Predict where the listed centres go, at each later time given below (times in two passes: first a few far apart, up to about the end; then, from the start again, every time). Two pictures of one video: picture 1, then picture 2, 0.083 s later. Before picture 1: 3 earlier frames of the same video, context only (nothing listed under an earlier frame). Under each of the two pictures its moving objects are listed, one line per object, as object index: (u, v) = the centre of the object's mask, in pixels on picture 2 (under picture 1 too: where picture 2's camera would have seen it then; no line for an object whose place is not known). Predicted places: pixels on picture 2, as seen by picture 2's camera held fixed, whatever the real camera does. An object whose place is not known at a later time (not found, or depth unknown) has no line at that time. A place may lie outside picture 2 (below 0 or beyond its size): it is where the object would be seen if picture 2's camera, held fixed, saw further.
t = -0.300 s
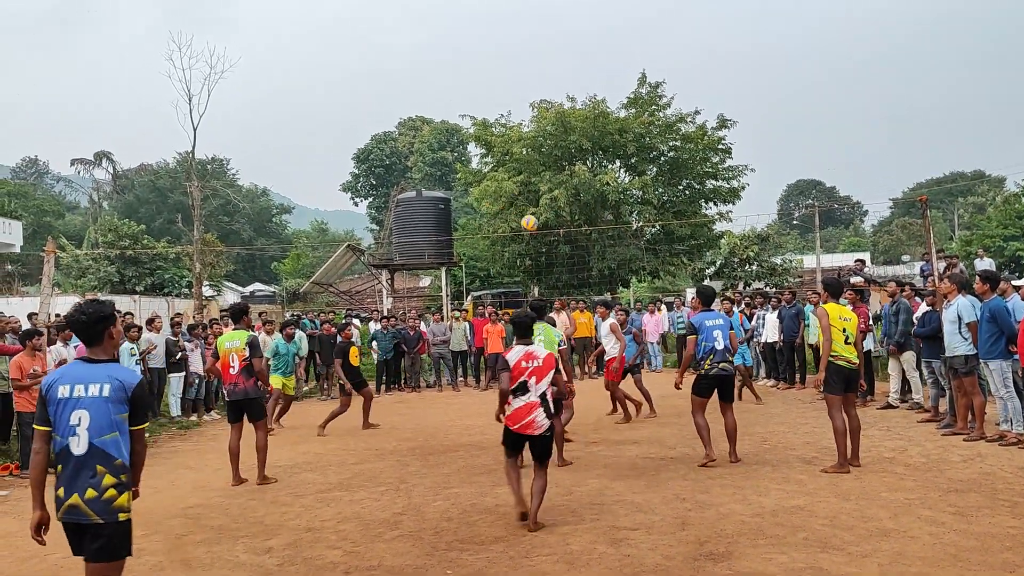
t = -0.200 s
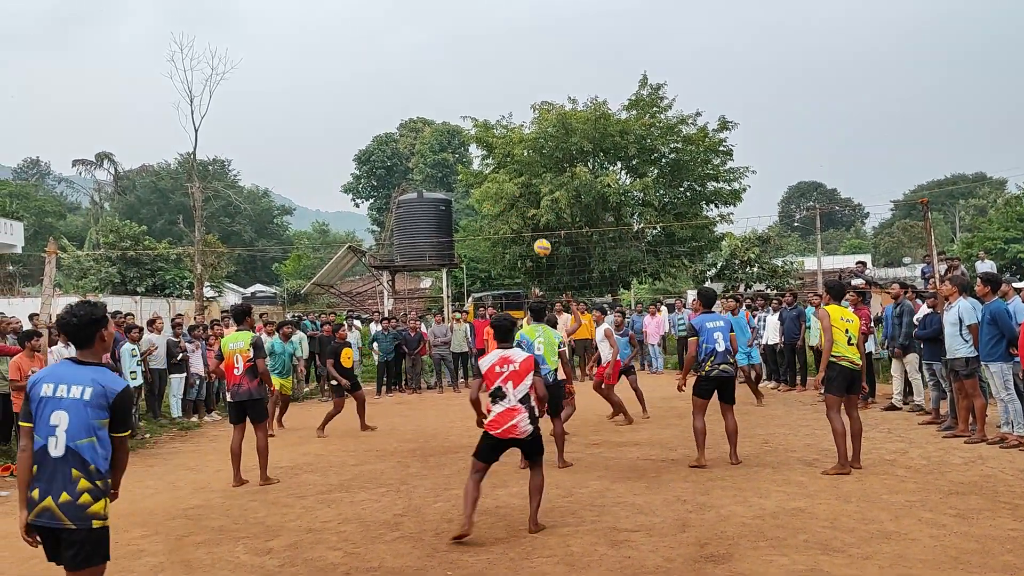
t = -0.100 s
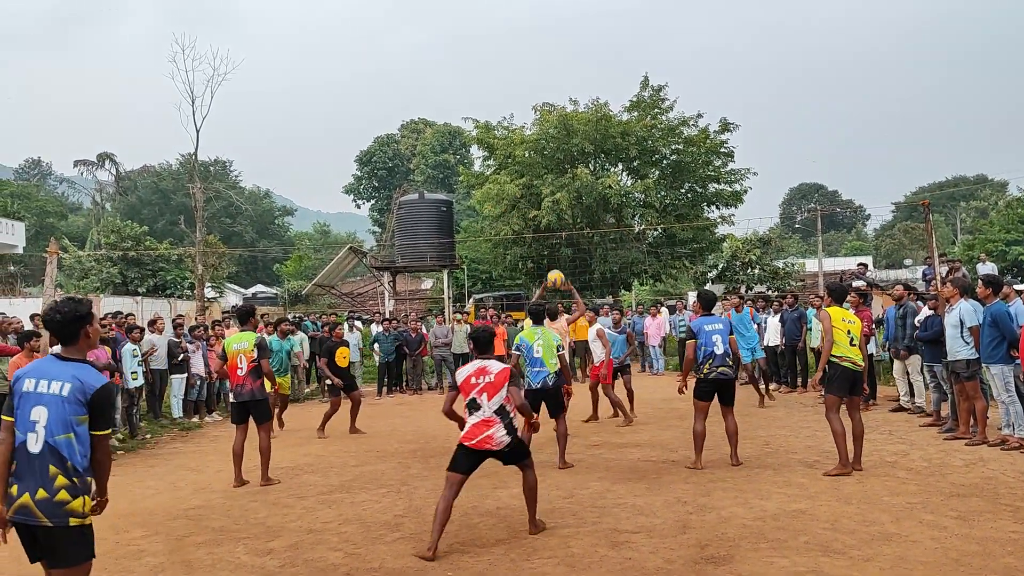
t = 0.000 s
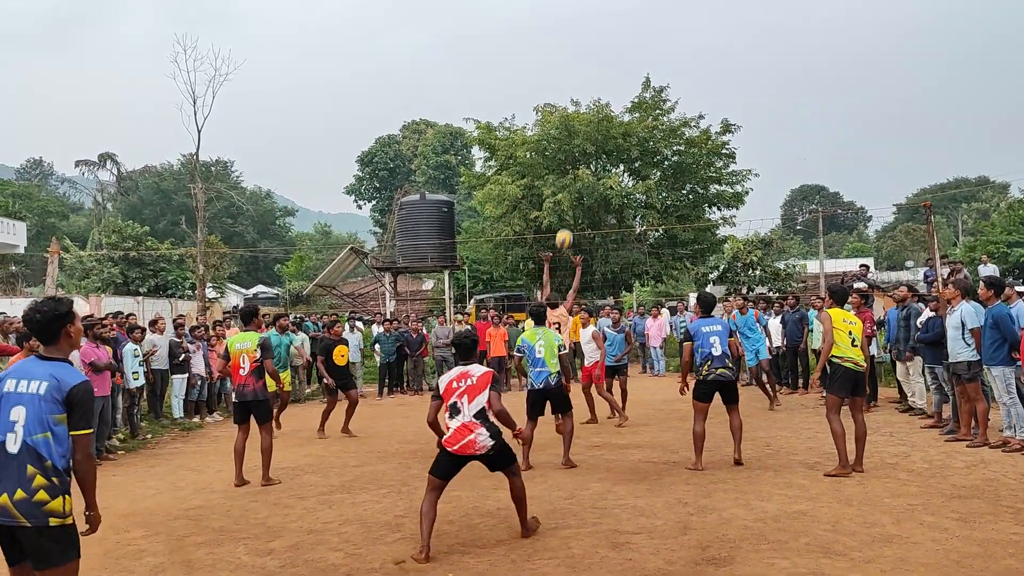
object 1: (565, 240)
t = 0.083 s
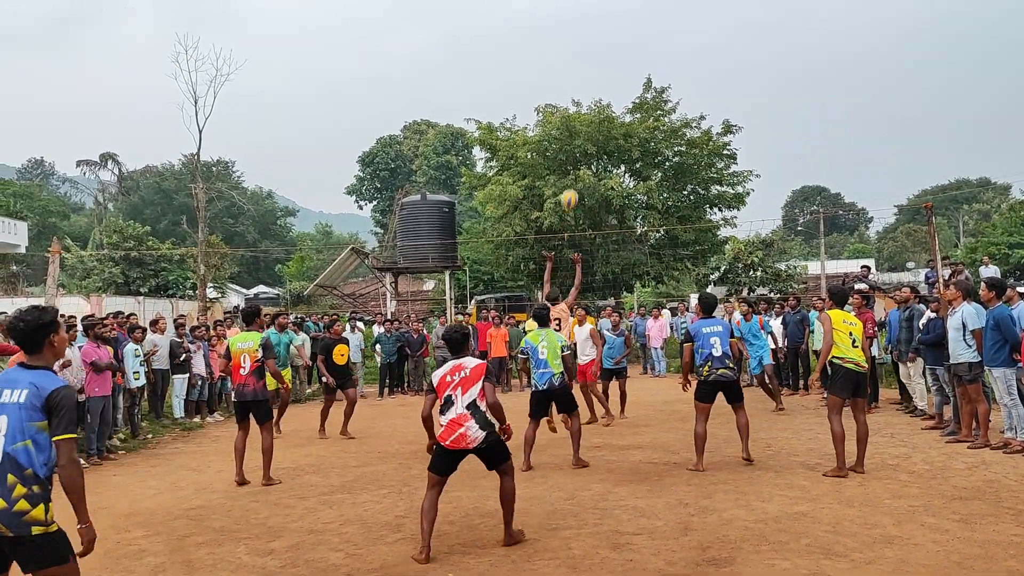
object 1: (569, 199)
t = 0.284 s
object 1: (580, 125)
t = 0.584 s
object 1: (603, 71)
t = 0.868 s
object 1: (627, 83)
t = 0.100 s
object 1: (570, 191)
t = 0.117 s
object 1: (571, 184)
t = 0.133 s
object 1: (572, 177)
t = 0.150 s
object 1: (572, 170)
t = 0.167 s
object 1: (574, 164)
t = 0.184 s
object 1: (575, 158)
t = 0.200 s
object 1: (576, 151)
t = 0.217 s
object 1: (577, 145)
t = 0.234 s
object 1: (578, 140)
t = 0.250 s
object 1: (579, 134)
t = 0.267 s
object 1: (580, 129)
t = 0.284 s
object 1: (580, 125)
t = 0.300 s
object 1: (581, 119)
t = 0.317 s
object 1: (583, 115)
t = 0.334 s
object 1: (584, 110)
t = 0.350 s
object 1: (585, 106)
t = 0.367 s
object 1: (586, 102)
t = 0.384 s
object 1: (588, 98)
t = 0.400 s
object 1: (589, 95)
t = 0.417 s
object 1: (590, 92)
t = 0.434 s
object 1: (591, 89)
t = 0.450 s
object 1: (593, 86)
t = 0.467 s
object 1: (594, 83)
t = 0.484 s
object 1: (595, 81)
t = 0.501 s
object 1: (596, 79)
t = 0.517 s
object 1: (598, 77)
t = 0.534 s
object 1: (599, 75)
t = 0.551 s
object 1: (600, 73)
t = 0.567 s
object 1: (601, 72)
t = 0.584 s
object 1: (603, 71)
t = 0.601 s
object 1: (604, 70)
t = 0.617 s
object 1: (606, 69)
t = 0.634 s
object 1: (607, 69)
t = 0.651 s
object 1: (608, 69)
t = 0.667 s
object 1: (610, 69)
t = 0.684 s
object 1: (611, 69)
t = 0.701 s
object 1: (612, 69)
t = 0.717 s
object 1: (614, 69)
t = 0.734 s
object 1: (615, 70)
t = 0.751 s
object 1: (617, 71)
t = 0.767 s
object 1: (618, 72)
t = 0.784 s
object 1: (620, 74)
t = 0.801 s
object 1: (621, 75)
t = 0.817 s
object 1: (622, 77)
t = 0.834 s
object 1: (624, 79)
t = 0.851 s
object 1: (625, 81)
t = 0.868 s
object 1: (627, 83)
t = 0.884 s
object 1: (628, 86)
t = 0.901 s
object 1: (630, 88)
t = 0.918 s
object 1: (631, 91)
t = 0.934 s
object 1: (633, 94)
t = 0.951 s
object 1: (634, 98)
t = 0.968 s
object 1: (636, 101)
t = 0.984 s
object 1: (637, 105)
